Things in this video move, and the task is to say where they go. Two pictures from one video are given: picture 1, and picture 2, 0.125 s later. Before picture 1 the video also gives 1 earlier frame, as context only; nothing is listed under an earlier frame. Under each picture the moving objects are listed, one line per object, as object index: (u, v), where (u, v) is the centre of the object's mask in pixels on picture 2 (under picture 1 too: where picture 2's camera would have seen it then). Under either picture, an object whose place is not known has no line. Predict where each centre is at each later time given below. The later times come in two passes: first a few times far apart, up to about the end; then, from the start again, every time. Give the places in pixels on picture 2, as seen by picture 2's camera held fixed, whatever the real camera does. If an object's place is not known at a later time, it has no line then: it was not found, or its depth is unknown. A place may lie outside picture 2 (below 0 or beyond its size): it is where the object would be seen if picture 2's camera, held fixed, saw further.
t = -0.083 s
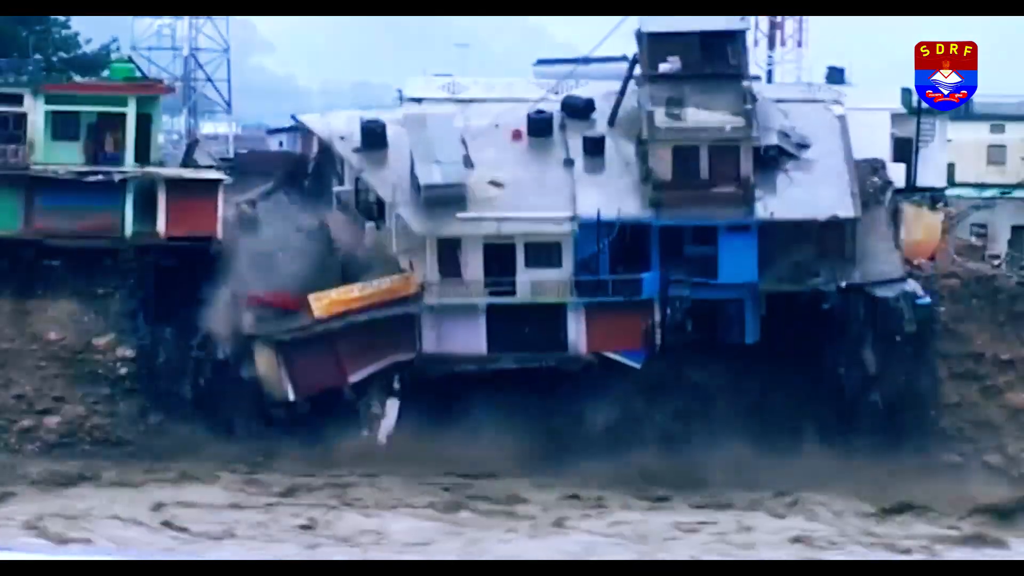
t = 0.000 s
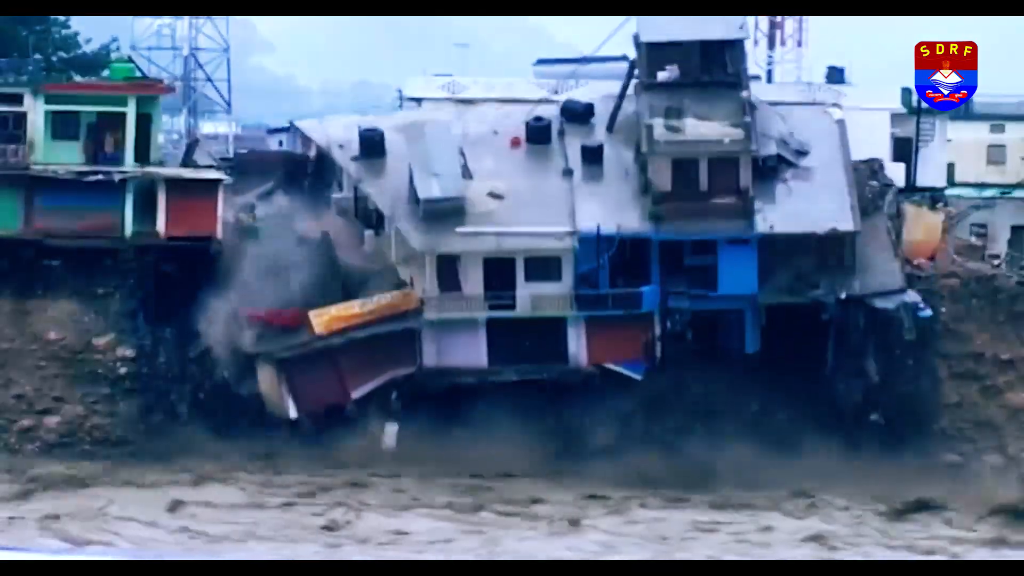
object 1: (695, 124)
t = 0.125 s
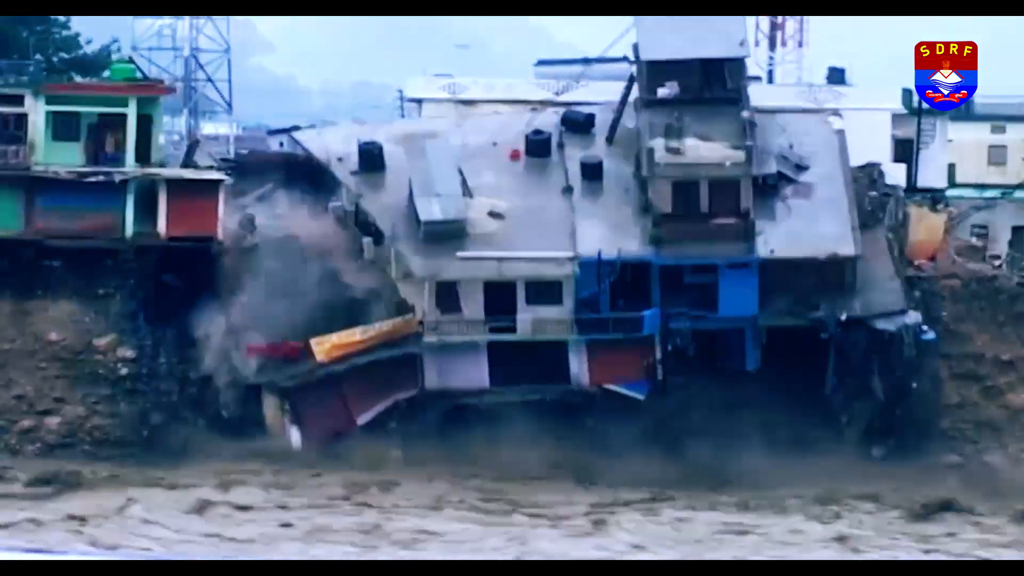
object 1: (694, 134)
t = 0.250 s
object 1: (695, 147)
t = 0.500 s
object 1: (696, 191)
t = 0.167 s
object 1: (695, 139)
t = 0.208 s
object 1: (695, 143)
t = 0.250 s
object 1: (695, 147)
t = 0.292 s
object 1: (695, 151)
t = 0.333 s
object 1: (695, 158)
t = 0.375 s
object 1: (695, 170)
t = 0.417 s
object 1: (695, 178)
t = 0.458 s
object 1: (696, 187)
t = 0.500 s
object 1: (696, 191)
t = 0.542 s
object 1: (697, 202)
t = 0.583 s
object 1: (697, 212)
